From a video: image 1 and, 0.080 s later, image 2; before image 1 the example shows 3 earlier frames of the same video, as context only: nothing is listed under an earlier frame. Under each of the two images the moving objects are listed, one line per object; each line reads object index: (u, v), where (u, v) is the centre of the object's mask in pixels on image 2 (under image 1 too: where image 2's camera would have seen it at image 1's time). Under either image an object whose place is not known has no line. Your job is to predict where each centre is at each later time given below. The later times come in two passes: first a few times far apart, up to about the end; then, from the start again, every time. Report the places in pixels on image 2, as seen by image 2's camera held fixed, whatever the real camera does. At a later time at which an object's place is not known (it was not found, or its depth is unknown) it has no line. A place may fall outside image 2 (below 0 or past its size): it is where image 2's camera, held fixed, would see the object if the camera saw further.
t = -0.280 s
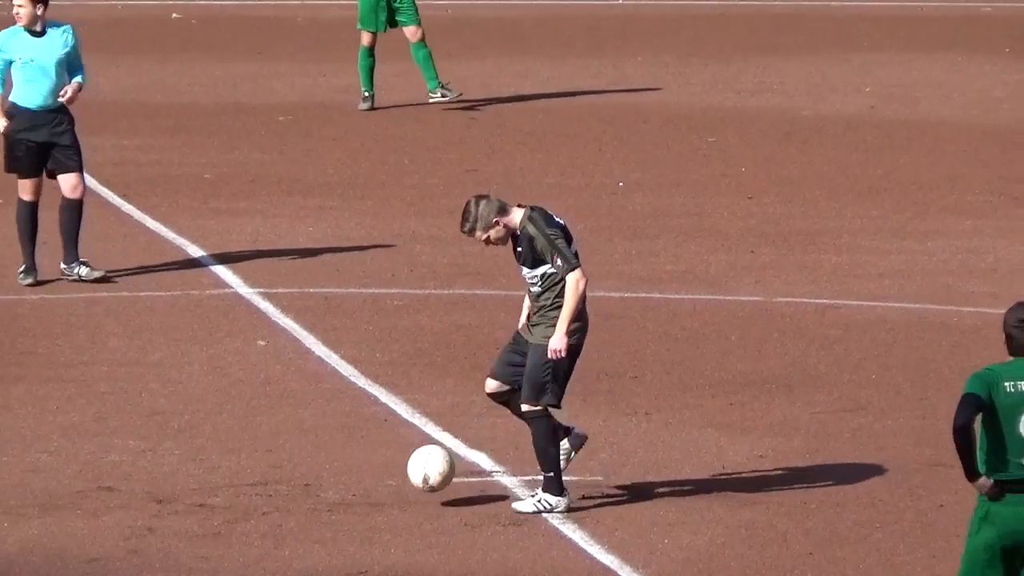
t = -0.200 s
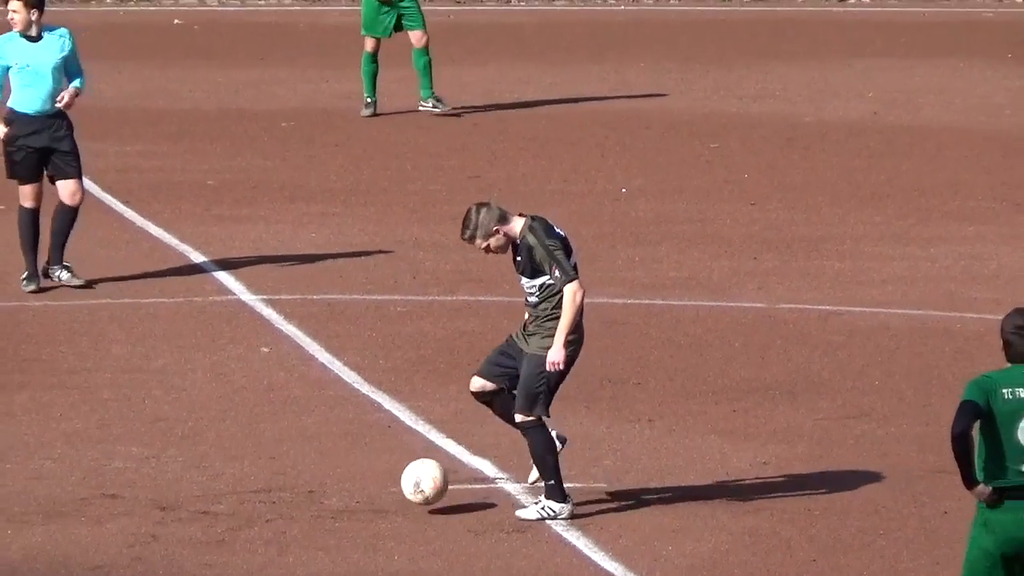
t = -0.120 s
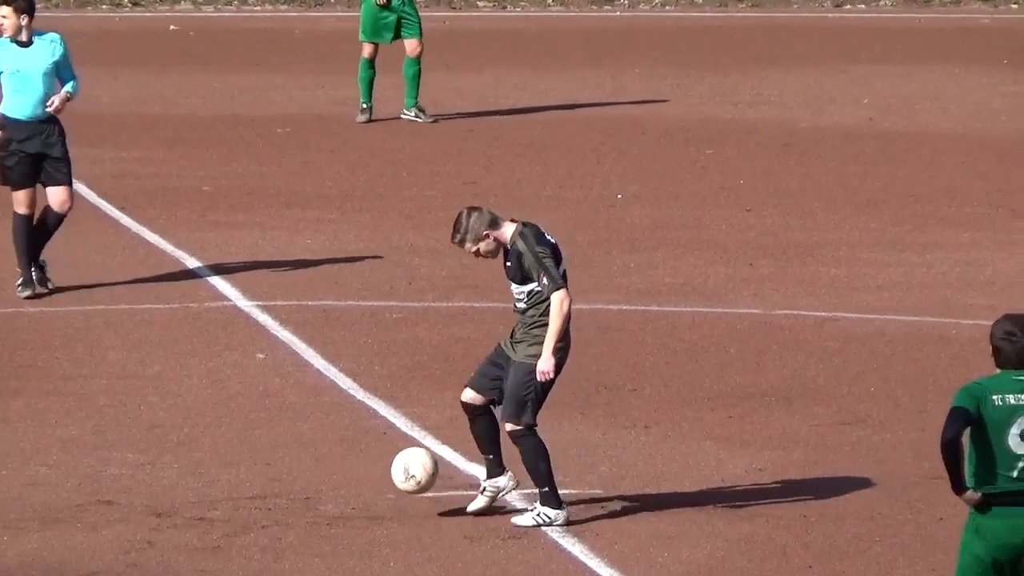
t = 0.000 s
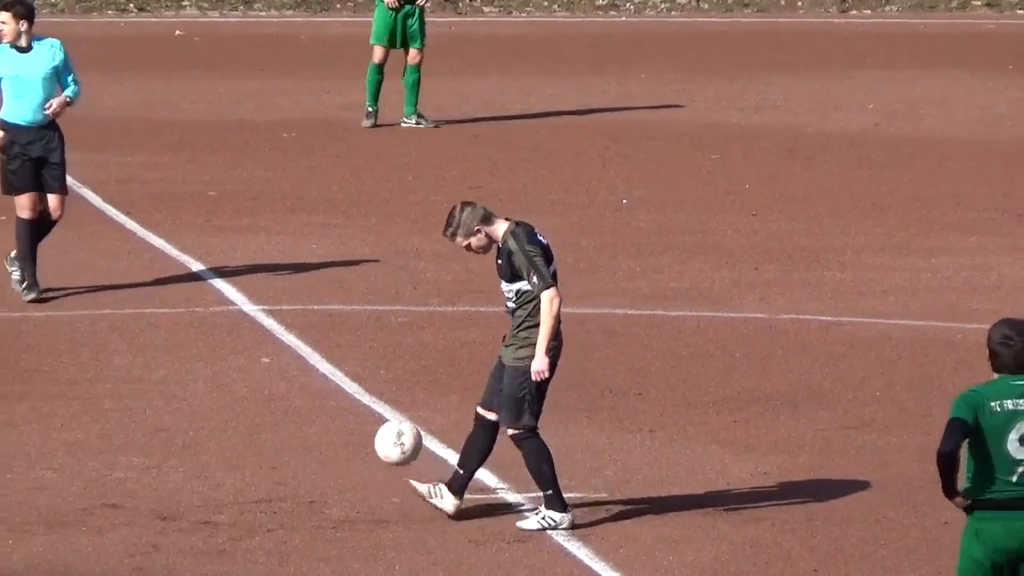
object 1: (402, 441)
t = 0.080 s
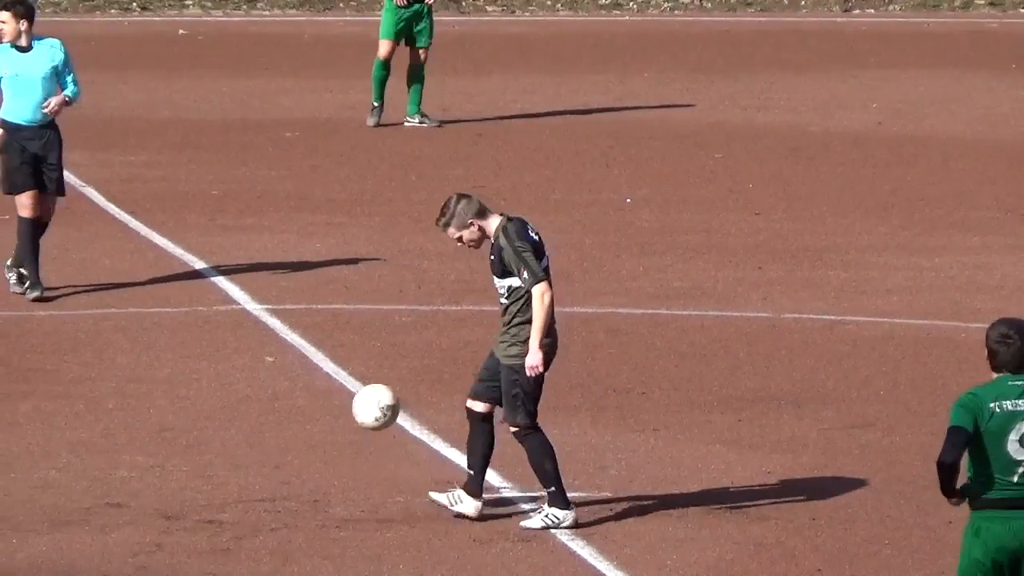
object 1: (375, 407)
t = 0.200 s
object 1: (336, 378)
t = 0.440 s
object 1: (253, 410)
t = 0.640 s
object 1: (191, 498)
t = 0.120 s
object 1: (362, 394)
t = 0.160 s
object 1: (349, 384)
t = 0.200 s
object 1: (336, 378)
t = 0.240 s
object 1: (323, 376)
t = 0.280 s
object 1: (309, 376)
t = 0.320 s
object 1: (295, 379)
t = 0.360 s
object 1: (281, 387)
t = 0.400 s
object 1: (267, 397)
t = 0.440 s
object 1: (253, 410)
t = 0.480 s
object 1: (240, 426)
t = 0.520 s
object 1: (225, 446)
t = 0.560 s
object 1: (211, 470)
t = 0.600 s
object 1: (198, 496)
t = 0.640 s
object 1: (191, 498)
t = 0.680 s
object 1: (189, 480)
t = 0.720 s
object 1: (187, 464)
